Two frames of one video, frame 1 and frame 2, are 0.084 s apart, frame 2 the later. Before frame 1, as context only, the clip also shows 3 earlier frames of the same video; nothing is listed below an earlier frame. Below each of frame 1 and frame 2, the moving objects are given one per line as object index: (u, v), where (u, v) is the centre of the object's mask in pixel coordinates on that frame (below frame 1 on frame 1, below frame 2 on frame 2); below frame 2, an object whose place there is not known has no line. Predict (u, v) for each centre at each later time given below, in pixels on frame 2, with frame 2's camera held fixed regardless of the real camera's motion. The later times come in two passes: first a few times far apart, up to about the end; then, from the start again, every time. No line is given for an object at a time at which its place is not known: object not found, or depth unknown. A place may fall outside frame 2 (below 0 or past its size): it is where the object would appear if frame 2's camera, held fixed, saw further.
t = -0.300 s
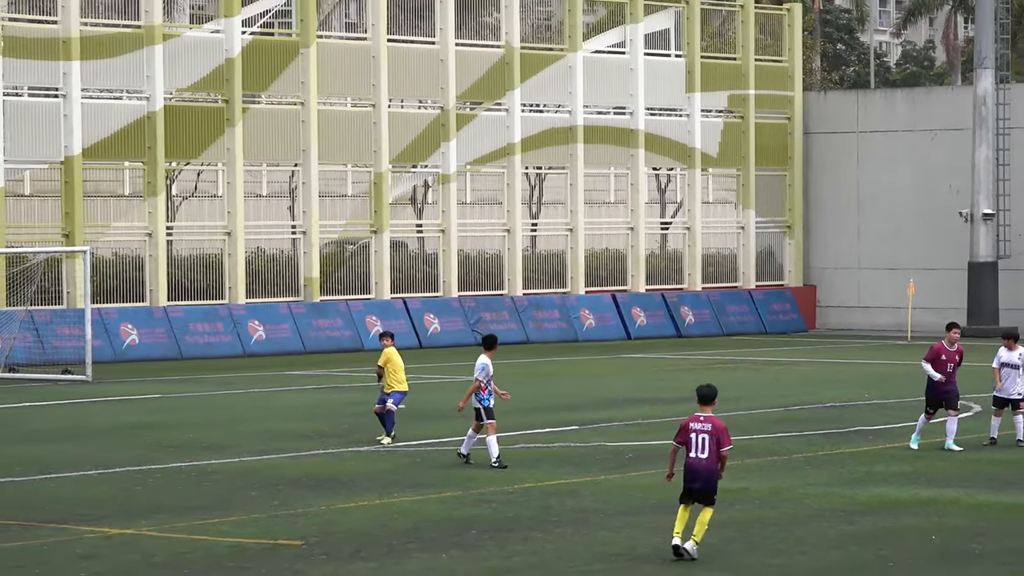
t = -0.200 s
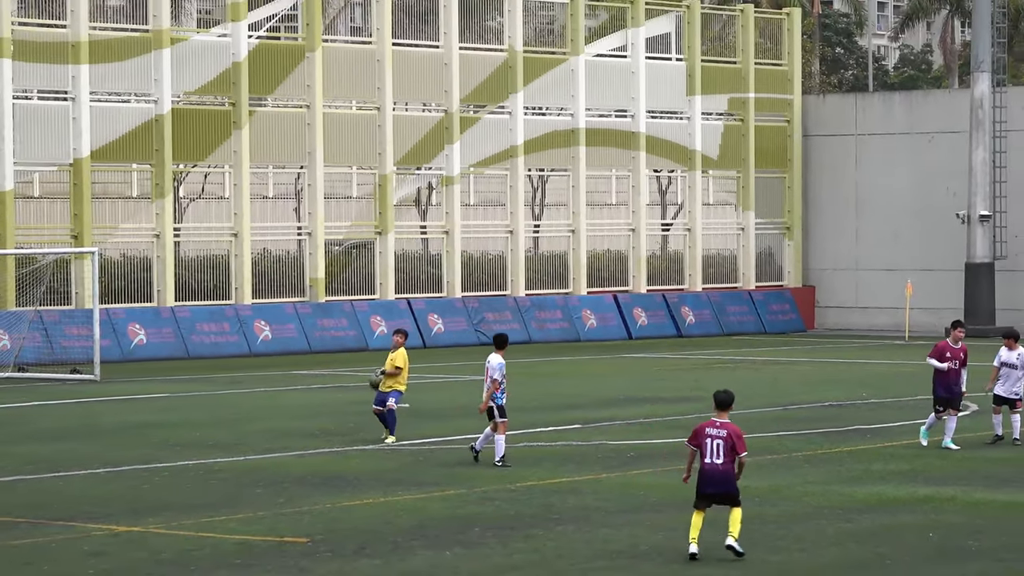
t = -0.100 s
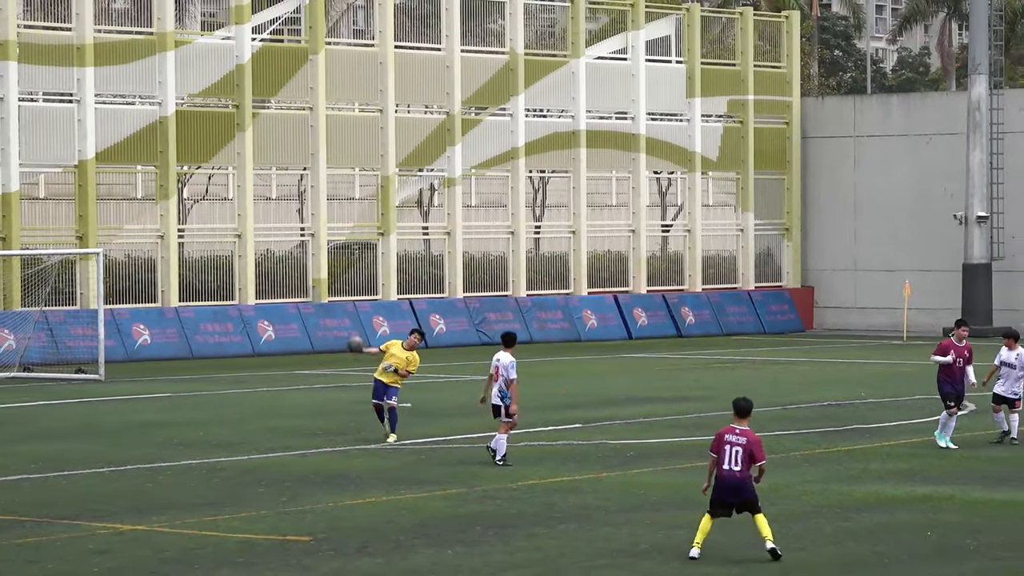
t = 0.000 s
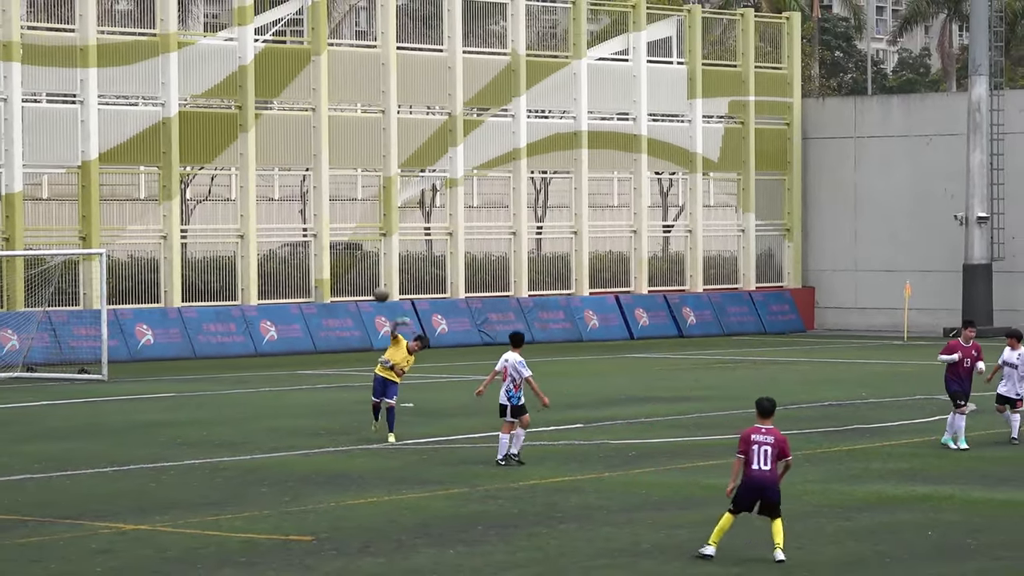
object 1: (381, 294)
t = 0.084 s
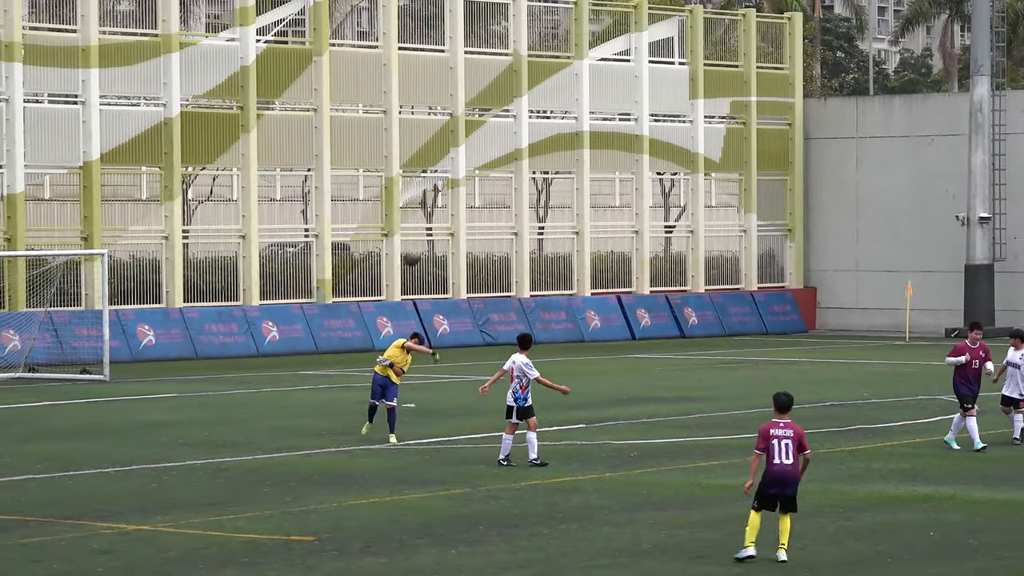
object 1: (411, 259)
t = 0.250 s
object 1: (469, 196)
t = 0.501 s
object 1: (559, 136)
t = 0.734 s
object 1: (650, 118)
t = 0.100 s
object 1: (417, 252)
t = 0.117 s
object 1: (423, 244)
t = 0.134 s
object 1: (428, 238)
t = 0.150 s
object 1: (434, 232)
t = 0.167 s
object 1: (440, 226)
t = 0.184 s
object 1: (446, 219)
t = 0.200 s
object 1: (452, 213)
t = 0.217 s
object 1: (458, 208)
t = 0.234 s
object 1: (464, 202)
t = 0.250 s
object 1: (469, 196)
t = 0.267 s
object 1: (475, 191)
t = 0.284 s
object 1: (481, 185)
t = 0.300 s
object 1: (487, 181)
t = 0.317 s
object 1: (493, 176)
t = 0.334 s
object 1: (499, 172)
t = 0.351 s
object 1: (505, 167)
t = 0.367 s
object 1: (511, 163)
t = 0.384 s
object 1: (517, 159)
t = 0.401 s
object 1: (523, 154)
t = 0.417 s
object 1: (529, 151)
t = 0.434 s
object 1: (535, 148)
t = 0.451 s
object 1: (541, 145)
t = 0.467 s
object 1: (547, 142)
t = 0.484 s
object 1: (553, 138)
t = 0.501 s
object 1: (559, 136)
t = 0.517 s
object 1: (566, 133)
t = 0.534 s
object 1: (572, 130)
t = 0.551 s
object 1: (579, 128)
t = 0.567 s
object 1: (585, 126)
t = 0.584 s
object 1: (591, 125)
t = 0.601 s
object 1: (597, 123)
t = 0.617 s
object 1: (604, 122)
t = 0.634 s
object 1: (610, 121)
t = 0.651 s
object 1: (617, 120)
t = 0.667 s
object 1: (624, 119)
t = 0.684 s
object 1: (630, 119)
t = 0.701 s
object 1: (637, 118)
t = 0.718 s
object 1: (643, 119)
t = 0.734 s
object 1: (650, 118)
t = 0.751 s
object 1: (657, 119)
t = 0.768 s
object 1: (663, 120)
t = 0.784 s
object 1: (670, 121)
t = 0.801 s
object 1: (677, 122)
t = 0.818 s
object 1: (684, 124)
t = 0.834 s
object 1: (690, 125)
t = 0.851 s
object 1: (697, 127)
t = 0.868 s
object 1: (704, 129)
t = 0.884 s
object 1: (711, 131)
